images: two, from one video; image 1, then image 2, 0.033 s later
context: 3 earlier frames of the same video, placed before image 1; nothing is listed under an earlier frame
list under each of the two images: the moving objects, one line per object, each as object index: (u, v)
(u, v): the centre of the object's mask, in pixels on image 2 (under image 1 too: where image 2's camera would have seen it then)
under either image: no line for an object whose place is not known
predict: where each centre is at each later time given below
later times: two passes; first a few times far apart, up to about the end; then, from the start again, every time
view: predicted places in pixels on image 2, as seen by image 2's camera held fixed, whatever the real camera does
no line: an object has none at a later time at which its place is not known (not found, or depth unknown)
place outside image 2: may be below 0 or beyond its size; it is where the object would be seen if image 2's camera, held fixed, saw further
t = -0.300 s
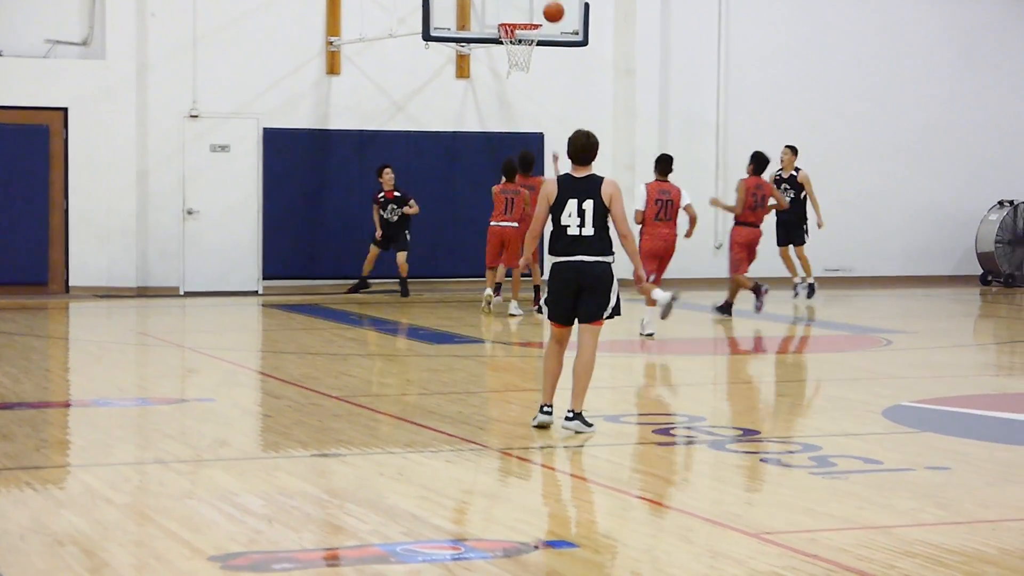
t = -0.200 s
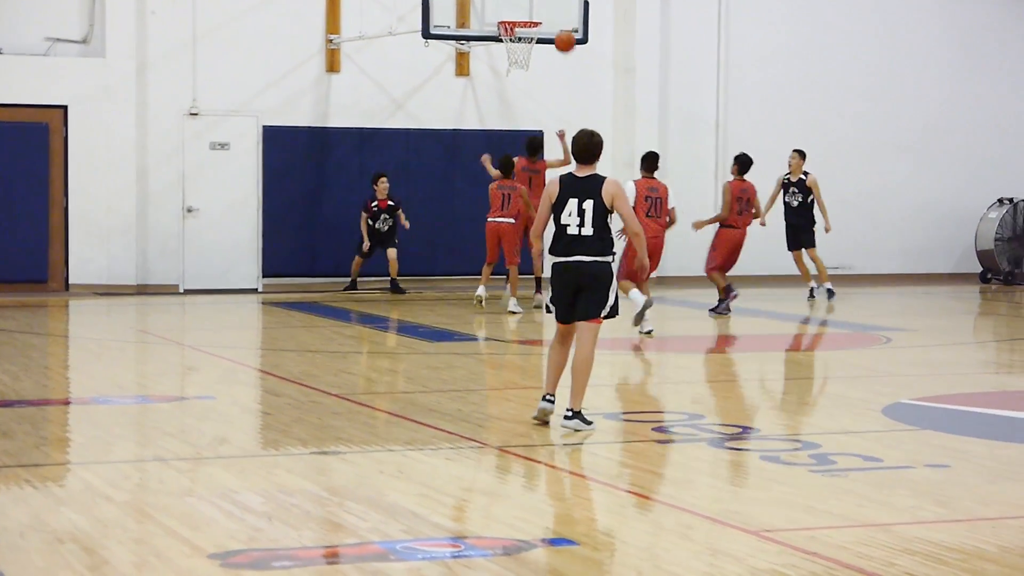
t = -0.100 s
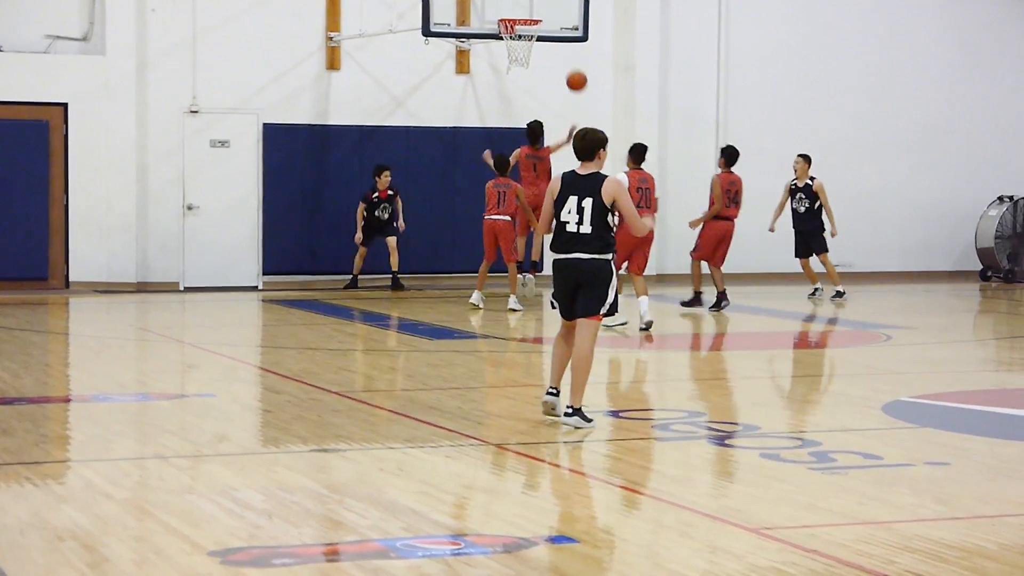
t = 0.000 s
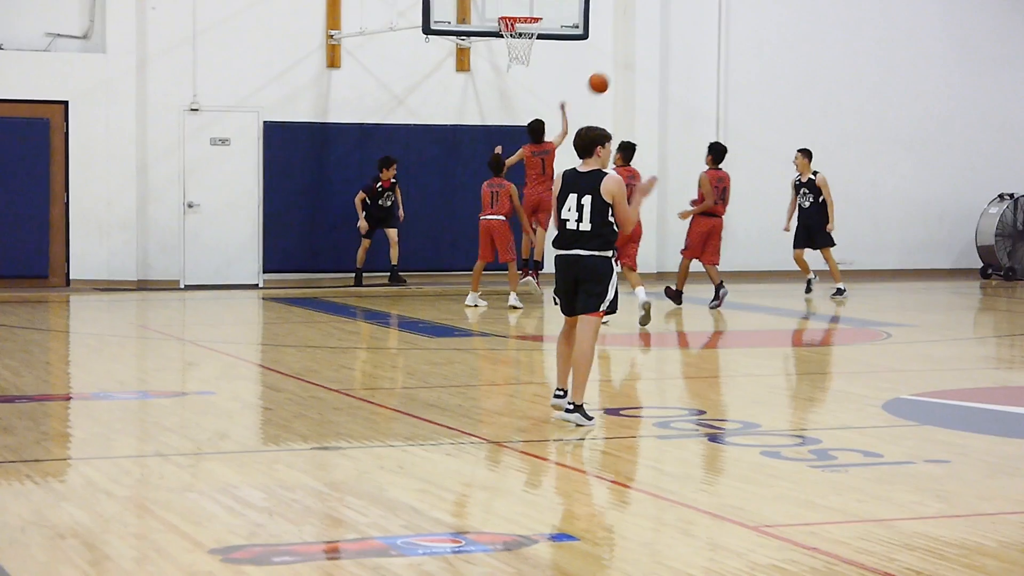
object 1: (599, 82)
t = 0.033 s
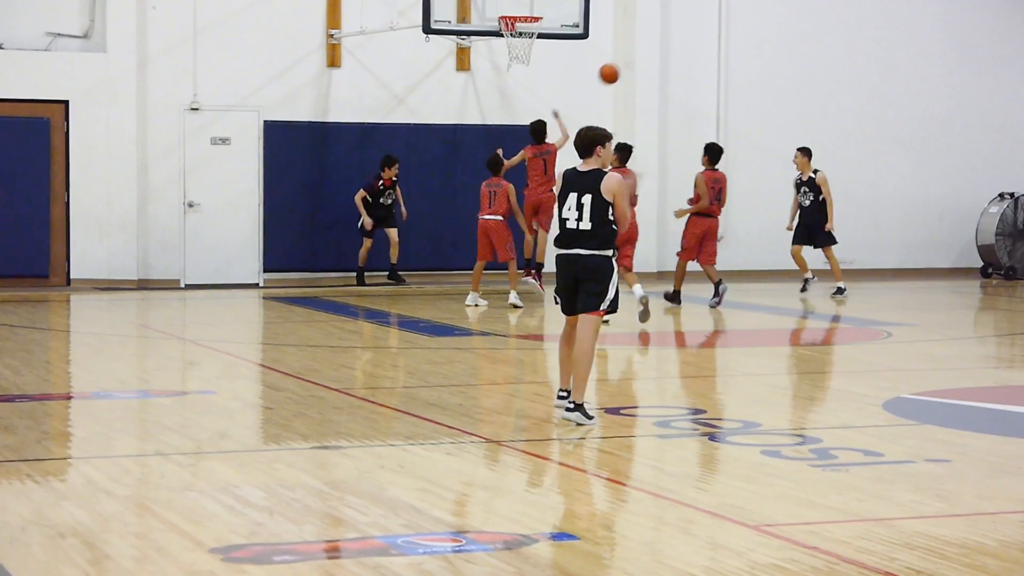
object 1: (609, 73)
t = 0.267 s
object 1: (676, 42)
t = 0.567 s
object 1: (752, 70)
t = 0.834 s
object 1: (811, 151)
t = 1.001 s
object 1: (844, 224)
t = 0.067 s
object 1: (619, 66)
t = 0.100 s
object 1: (629, 59)
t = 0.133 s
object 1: (638, 54)
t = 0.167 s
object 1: (648, 49)
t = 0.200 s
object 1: (658, 45)
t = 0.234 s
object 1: (667, 43)
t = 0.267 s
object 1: (676, 42)
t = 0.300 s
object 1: (685, 41)
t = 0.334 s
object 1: (694, 41)
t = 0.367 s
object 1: (703, 43)
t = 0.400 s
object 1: (711, 45)
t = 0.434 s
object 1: (719, 48)
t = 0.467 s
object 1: (728, 52)
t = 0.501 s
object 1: (736, 57)
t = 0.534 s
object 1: (744, 63)
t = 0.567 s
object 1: (752, 70)
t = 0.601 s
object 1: (760, 78)
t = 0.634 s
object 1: (768, 86)
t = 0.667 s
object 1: (775, 95)
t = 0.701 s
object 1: (782, 105)
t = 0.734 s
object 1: (790, 116)
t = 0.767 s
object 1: (797, 127)
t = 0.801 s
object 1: (804, 139)
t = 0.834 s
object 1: (811, 151)
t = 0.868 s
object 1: (818, 165)
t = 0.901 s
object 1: (825, 178)
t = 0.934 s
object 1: (831, 193)
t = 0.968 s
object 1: (838, 209)
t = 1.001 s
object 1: (844, 224)
